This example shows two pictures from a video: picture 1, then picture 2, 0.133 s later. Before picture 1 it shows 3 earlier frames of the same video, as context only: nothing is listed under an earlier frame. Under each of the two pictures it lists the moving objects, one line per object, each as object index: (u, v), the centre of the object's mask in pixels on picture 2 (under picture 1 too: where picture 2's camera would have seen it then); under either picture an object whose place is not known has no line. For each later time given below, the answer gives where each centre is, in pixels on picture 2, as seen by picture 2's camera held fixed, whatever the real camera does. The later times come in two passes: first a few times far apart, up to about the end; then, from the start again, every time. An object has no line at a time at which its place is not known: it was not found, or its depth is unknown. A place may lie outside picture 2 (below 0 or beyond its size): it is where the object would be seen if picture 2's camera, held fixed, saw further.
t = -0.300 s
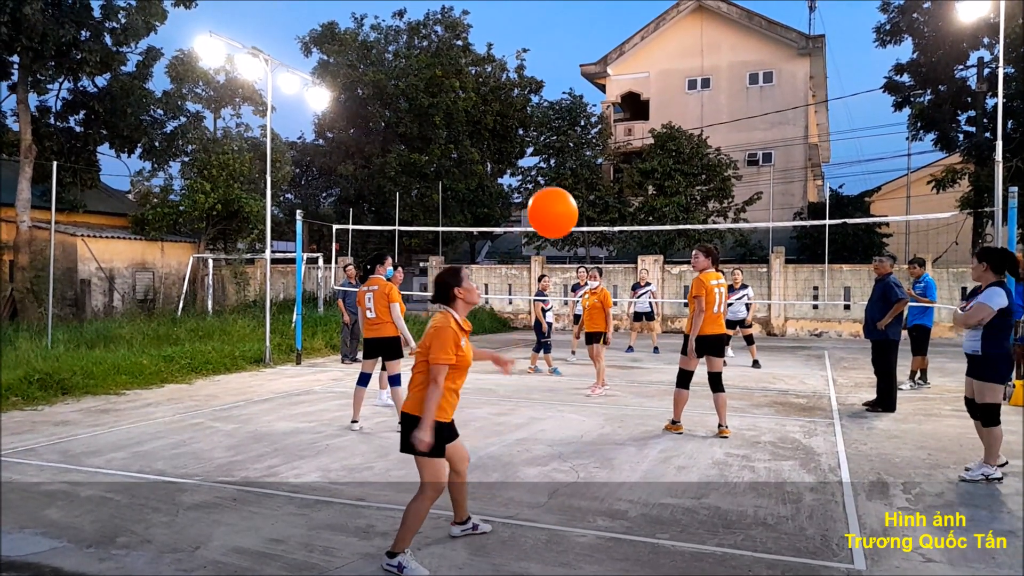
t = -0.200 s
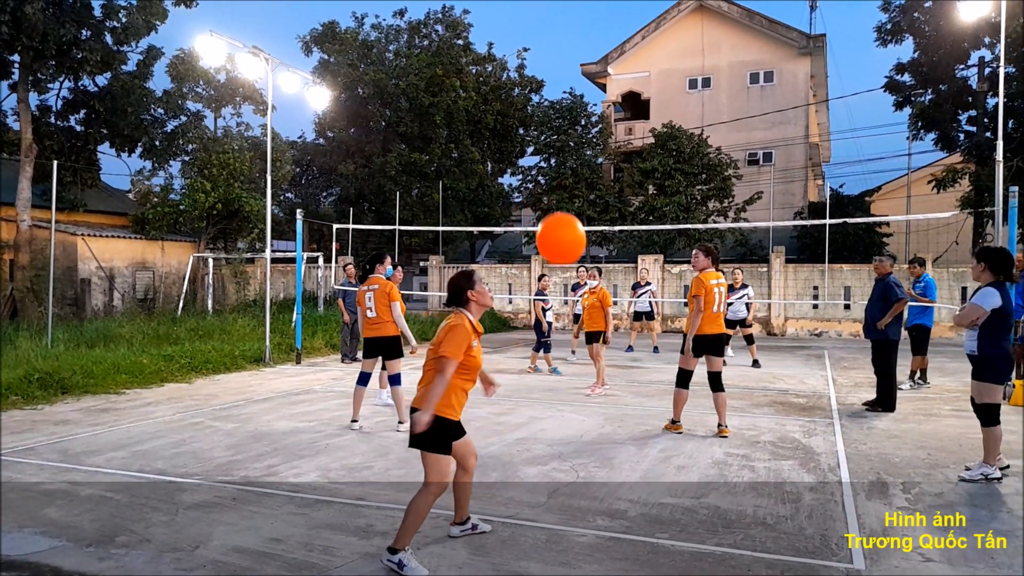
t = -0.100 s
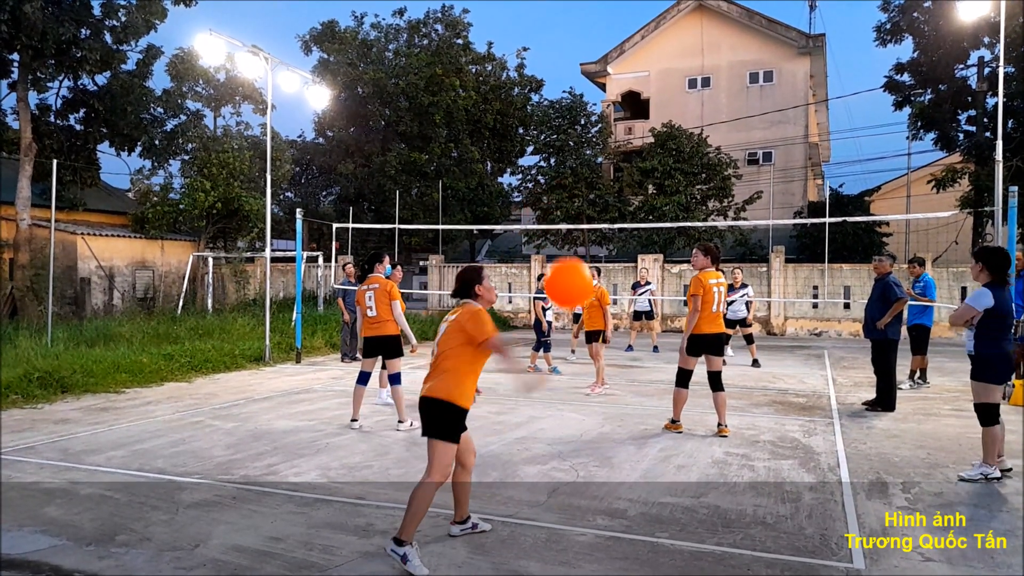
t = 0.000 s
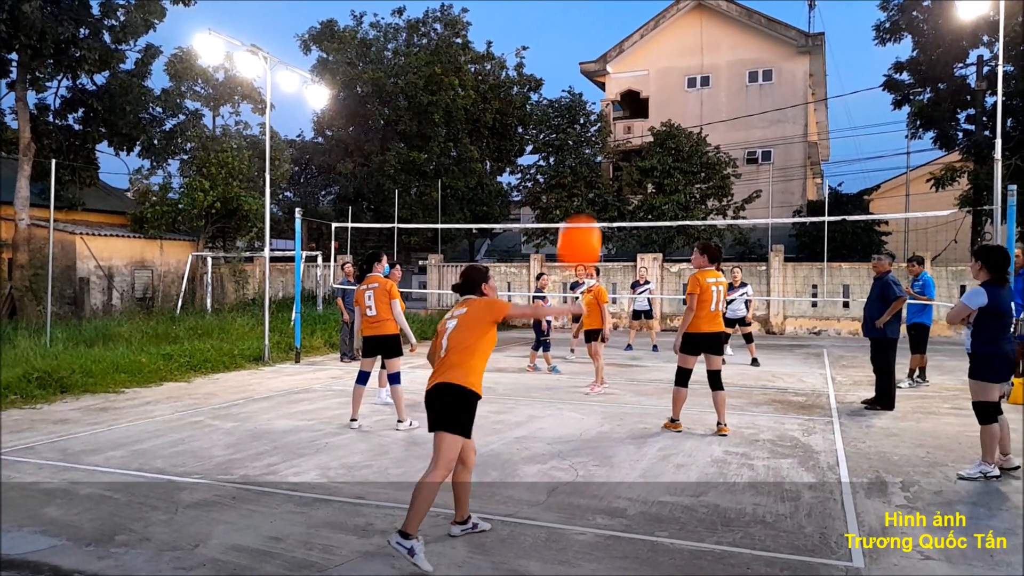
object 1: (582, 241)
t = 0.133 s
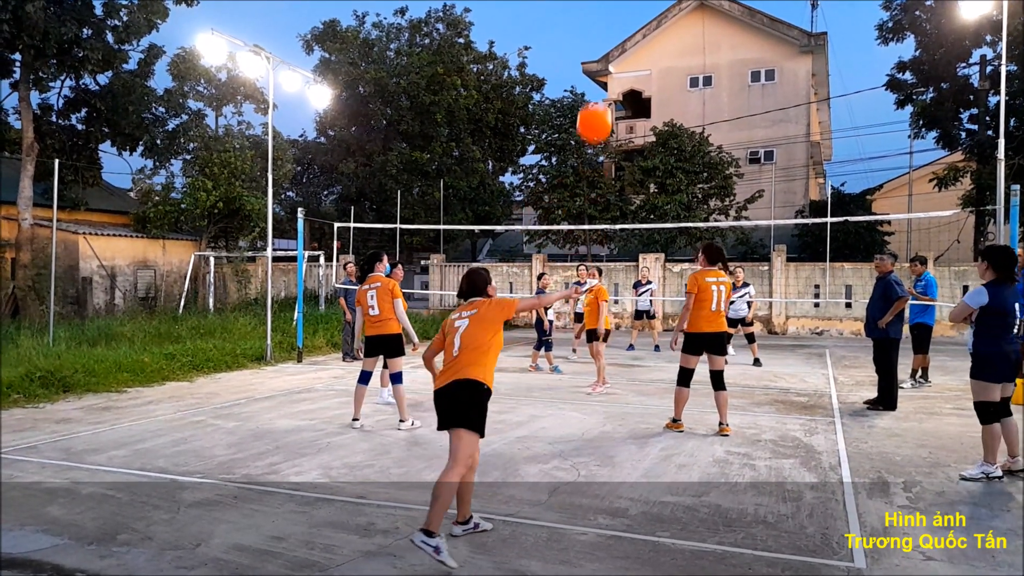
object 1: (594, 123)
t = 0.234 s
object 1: (601, 72)
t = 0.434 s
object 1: (613, 34)
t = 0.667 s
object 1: (622, 48)
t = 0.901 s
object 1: (626, 96)
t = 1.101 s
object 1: (628, 151)
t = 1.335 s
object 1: (628, 232)
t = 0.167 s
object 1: (597, 104)
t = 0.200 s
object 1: (599, 85)
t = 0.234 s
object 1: (601, 72)
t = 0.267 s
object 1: (603, 61)
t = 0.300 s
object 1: (605, 52)
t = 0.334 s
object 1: (608, 45)
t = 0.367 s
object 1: (609, 40)
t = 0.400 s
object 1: (611, 36)
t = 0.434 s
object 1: (613, 34)
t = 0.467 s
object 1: (614, 33)
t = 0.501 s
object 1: (616, 33)
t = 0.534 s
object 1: (617, 34)
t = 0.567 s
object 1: (618, 36)
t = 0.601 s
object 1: (620, 40)
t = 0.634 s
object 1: (621, 43)
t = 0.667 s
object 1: (622, 48)
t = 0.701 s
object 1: (622, 53)
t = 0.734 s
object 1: (623, 58)
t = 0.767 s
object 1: (624, 65)
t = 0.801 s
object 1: (624, 72)
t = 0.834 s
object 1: (625, 79)
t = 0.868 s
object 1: (626, 87)
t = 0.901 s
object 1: (626, 96)
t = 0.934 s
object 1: (626, 103)
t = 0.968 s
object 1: (627, 112)
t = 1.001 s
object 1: (627, 121)
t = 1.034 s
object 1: (628, 132)
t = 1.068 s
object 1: (628, 142)
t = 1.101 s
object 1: (628, 151)
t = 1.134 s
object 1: (628, 162)
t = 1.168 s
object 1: (628, 172)
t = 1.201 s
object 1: (628, 184)
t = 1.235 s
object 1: (628, 195)
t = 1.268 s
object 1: (628, 206)
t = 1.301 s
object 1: (628, 216)
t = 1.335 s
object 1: (628, 232)
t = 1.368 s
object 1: (628, 240)
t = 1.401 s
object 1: (628, 252)
